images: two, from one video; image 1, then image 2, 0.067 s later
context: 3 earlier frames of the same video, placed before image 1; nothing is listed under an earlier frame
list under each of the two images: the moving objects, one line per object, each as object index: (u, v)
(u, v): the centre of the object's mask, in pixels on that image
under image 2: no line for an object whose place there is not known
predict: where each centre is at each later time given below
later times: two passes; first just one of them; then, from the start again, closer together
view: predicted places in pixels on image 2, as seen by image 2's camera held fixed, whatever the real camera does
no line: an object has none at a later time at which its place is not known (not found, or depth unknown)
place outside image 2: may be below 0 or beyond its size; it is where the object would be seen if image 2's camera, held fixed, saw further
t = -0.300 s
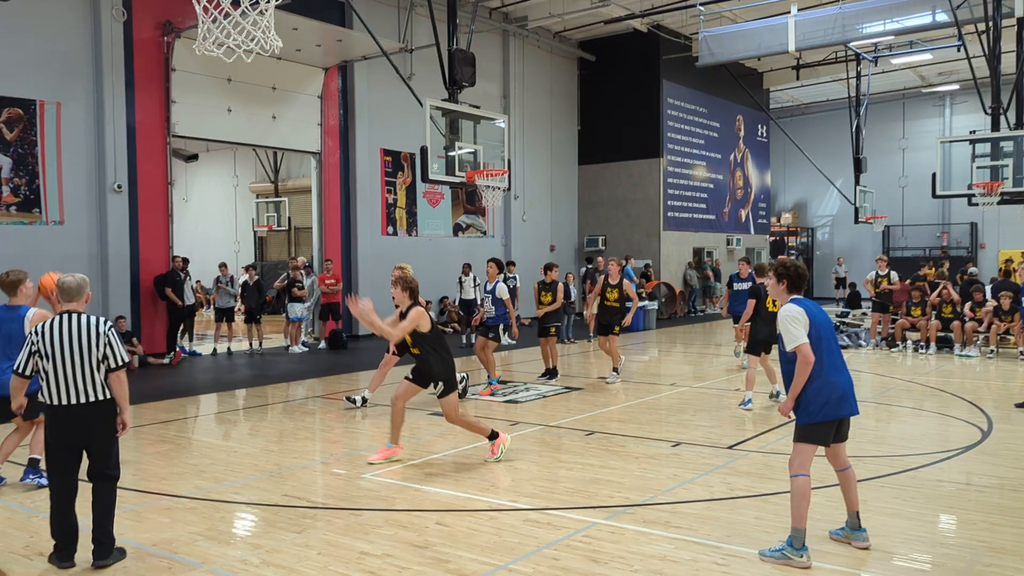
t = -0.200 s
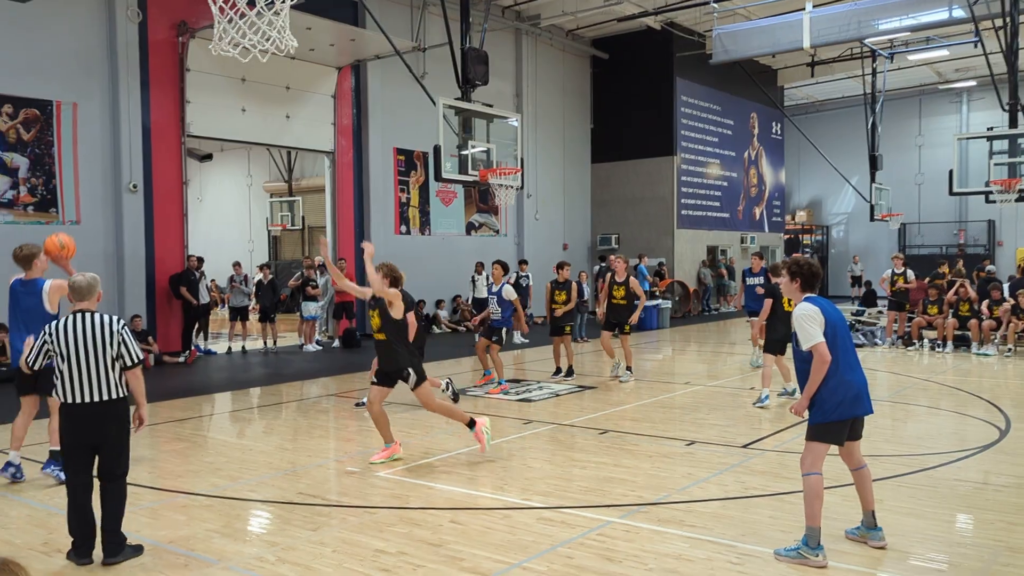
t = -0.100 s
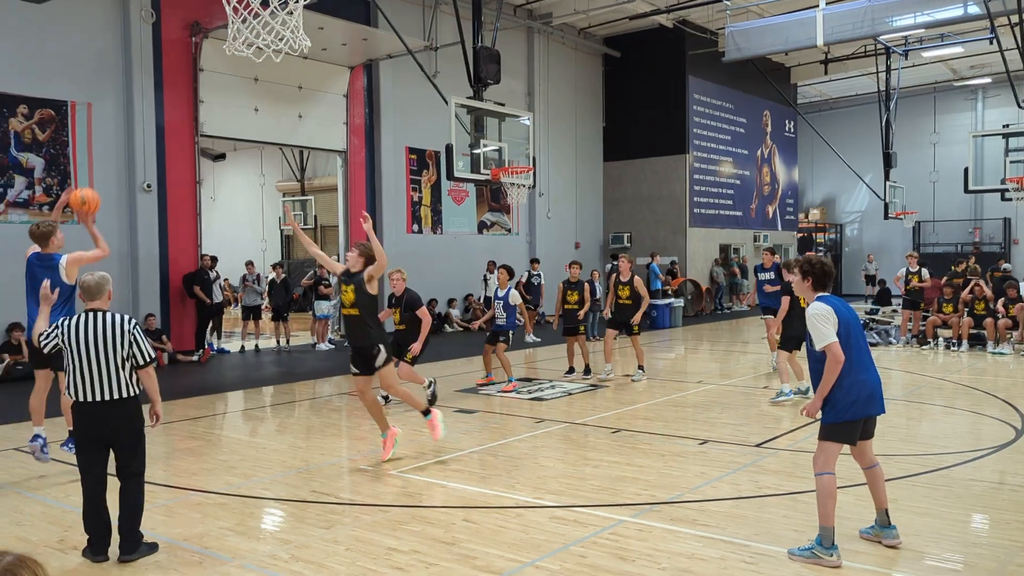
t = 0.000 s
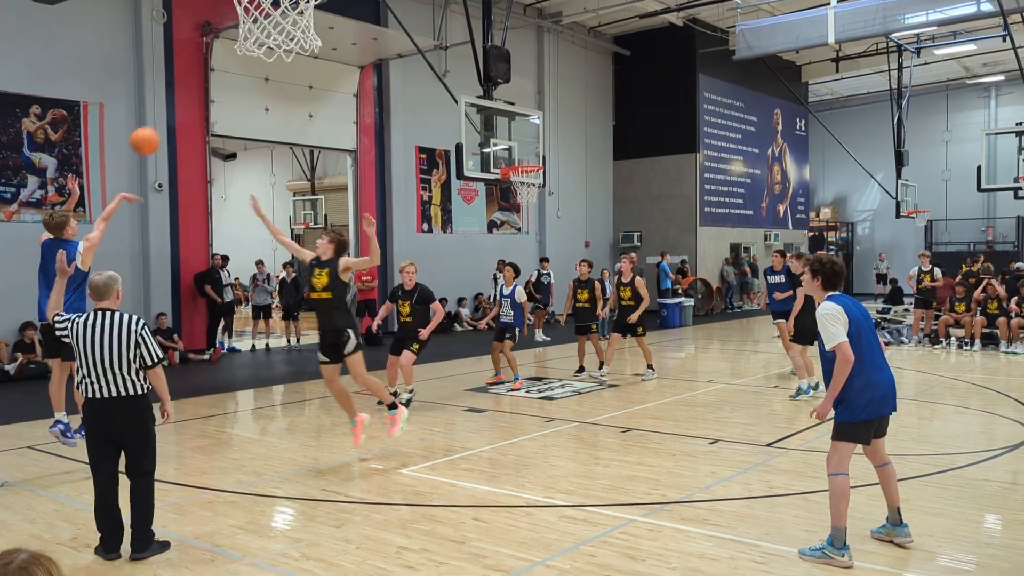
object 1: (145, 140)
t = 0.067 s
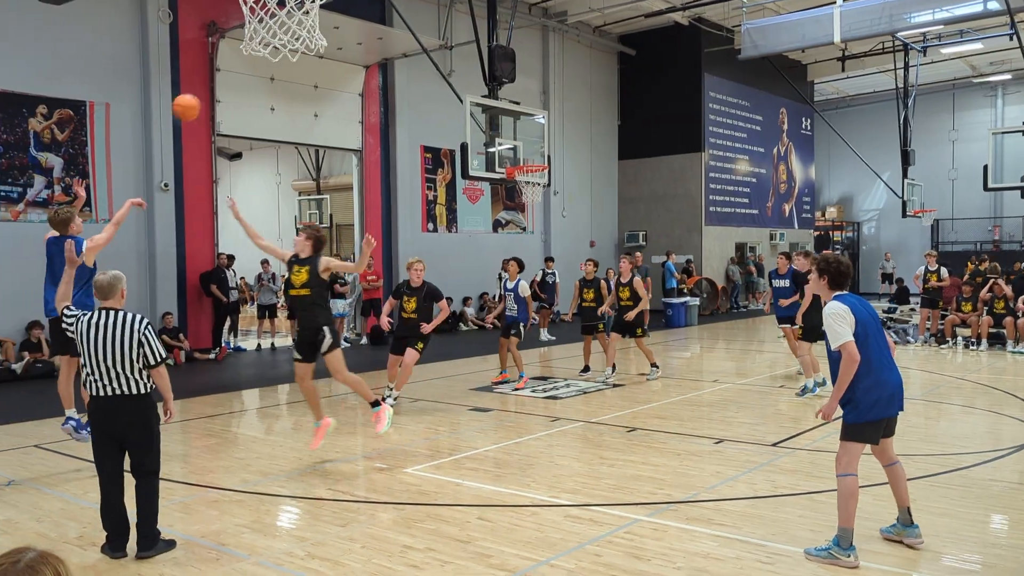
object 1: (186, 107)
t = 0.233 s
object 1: (269, 52)
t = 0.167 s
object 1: (236, 68)
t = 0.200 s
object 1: (251, 62)
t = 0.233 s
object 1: (269, 52)
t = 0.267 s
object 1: (278, 46)
